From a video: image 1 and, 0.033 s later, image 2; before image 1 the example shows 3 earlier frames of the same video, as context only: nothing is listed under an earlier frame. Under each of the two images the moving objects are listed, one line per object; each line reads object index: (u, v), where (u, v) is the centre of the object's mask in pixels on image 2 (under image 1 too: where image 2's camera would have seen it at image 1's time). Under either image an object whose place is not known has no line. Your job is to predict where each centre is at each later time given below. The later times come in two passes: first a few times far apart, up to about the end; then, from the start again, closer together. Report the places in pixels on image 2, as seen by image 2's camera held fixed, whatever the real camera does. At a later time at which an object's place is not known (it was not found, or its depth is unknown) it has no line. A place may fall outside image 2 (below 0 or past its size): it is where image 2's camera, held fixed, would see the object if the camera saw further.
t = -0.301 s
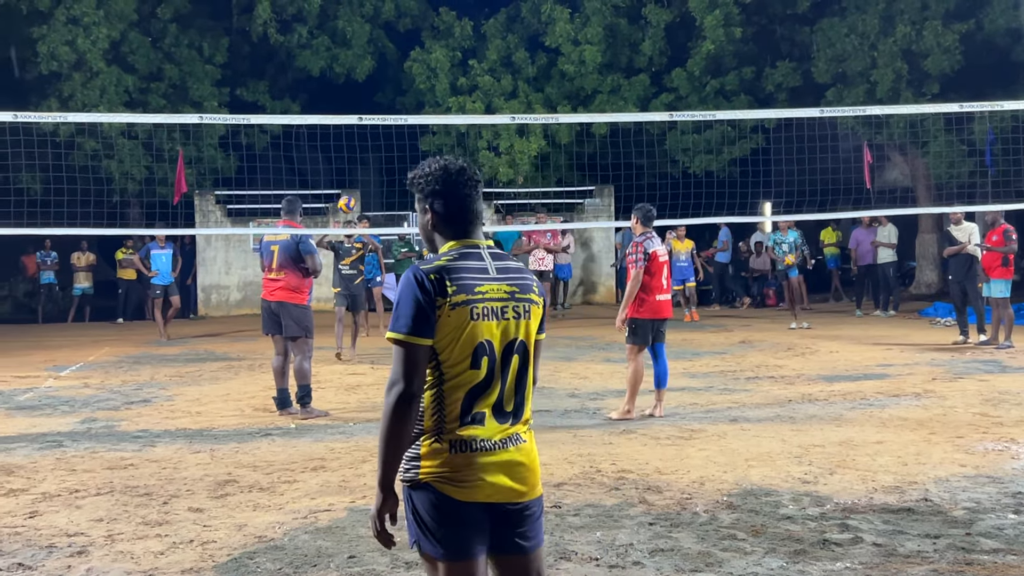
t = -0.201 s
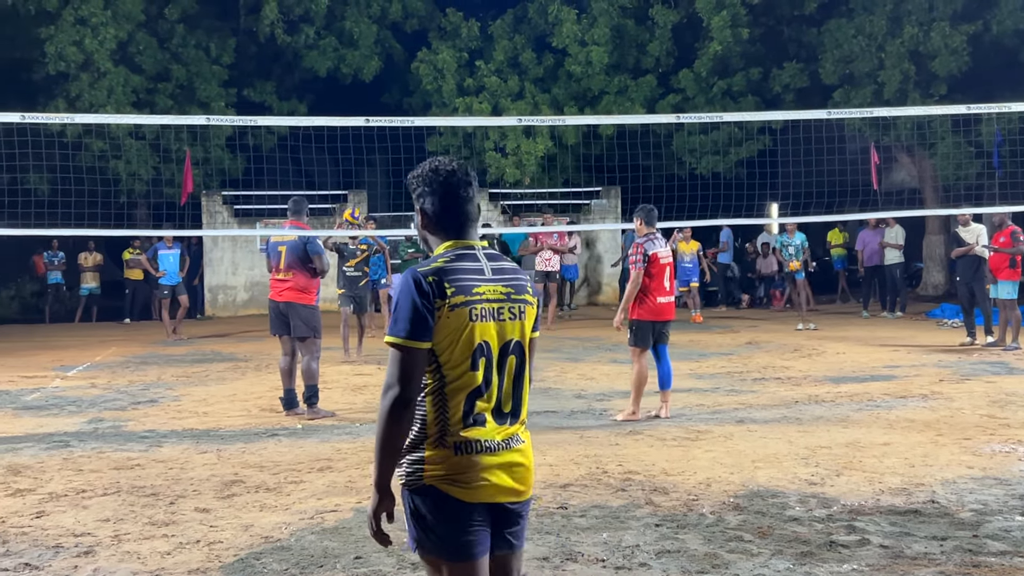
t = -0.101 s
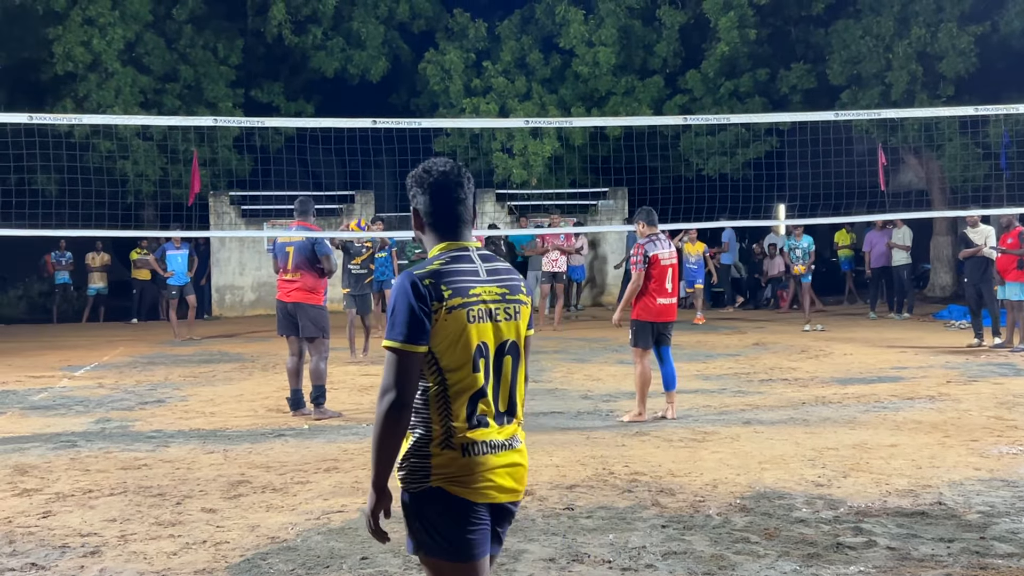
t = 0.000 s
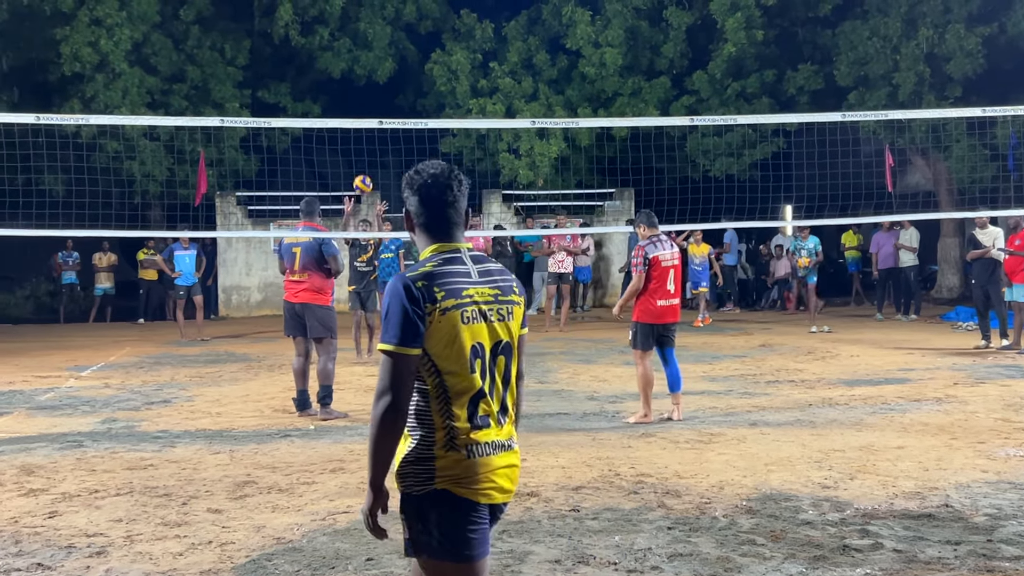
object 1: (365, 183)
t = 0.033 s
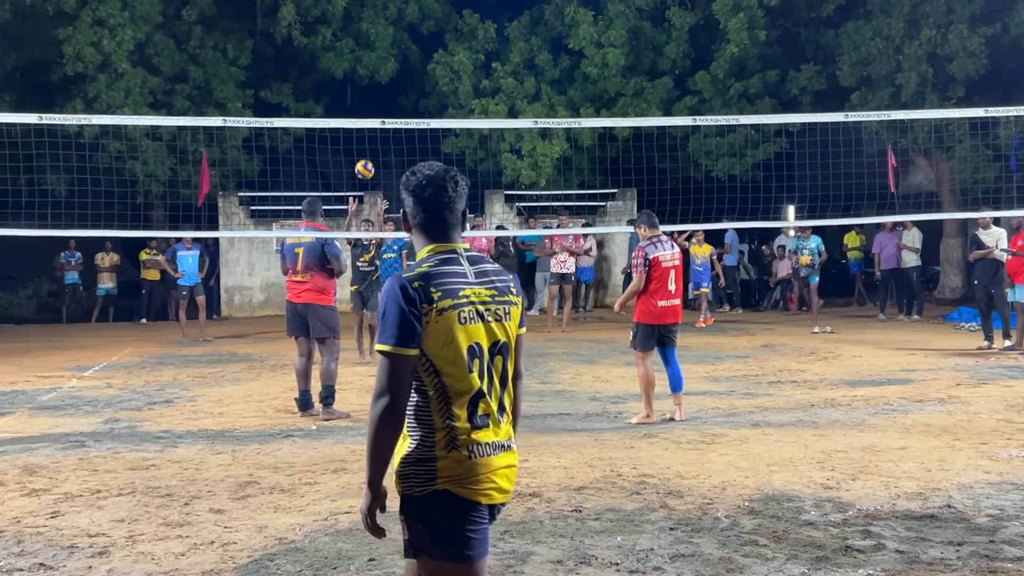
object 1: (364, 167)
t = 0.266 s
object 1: (359, 81)
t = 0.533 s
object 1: (354, 33)
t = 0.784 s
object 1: (349, 51)
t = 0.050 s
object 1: (364, 160)
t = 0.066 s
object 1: (364, 153)
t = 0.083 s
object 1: (363, 145)
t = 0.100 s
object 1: (363, 138)
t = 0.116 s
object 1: (363, 133)
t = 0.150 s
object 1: (362, 115)
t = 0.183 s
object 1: (361, 107)
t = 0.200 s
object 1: (361, 102)
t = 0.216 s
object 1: (360, 96)
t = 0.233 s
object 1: (360, 91)
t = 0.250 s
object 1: (360, 86)
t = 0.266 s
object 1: (359, 81)
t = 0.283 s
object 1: (359, 76)
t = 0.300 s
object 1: (359, 72)
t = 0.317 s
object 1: (358, 67)
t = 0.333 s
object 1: (358, 63)
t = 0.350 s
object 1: (358, 59)
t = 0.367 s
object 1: (357, 56)
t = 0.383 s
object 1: (357, 52)
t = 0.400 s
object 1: (357, 49)
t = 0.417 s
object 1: (356, 47)
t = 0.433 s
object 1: (356, 44)
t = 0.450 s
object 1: (355, 41)
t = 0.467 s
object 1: (355, 39)
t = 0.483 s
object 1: (355, 37)
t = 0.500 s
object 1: (354, 36)
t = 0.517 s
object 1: (354, 34)
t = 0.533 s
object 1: (354, 33)
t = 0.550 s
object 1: (353, 32)
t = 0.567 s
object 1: (353, 32)
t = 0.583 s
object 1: (353, 31)
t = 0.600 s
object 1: (352, 31)
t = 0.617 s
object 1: (352, 31)
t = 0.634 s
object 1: (351, 32)
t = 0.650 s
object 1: (351, 33)
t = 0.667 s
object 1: (351, 34)
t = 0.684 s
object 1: (351, 35)
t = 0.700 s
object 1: (350, 37)
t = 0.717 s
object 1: (350, 39)
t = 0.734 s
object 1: (350, 41)
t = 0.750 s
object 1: (349, 45)
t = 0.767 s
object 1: (349, 47)
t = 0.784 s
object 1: (349, 51)
